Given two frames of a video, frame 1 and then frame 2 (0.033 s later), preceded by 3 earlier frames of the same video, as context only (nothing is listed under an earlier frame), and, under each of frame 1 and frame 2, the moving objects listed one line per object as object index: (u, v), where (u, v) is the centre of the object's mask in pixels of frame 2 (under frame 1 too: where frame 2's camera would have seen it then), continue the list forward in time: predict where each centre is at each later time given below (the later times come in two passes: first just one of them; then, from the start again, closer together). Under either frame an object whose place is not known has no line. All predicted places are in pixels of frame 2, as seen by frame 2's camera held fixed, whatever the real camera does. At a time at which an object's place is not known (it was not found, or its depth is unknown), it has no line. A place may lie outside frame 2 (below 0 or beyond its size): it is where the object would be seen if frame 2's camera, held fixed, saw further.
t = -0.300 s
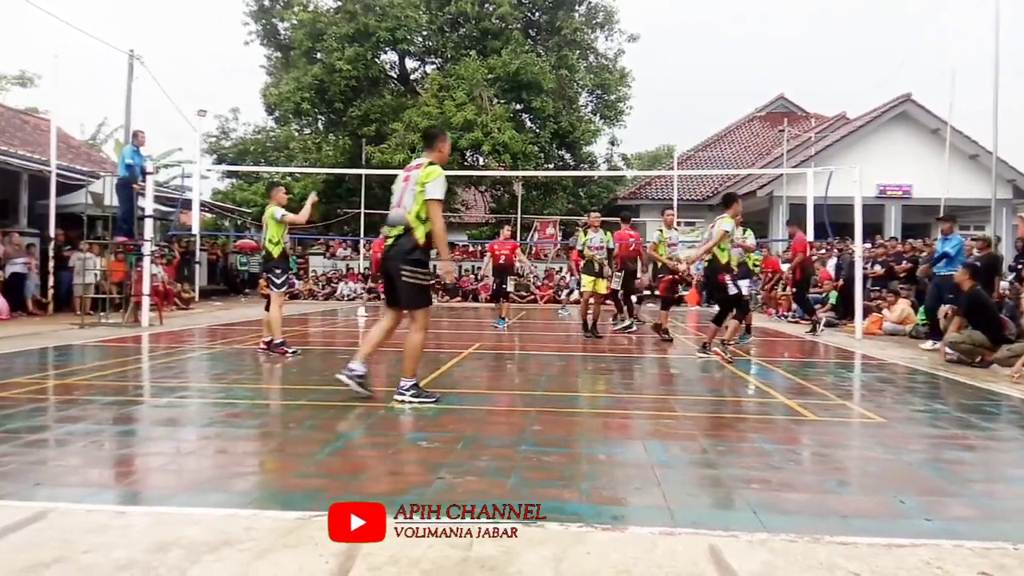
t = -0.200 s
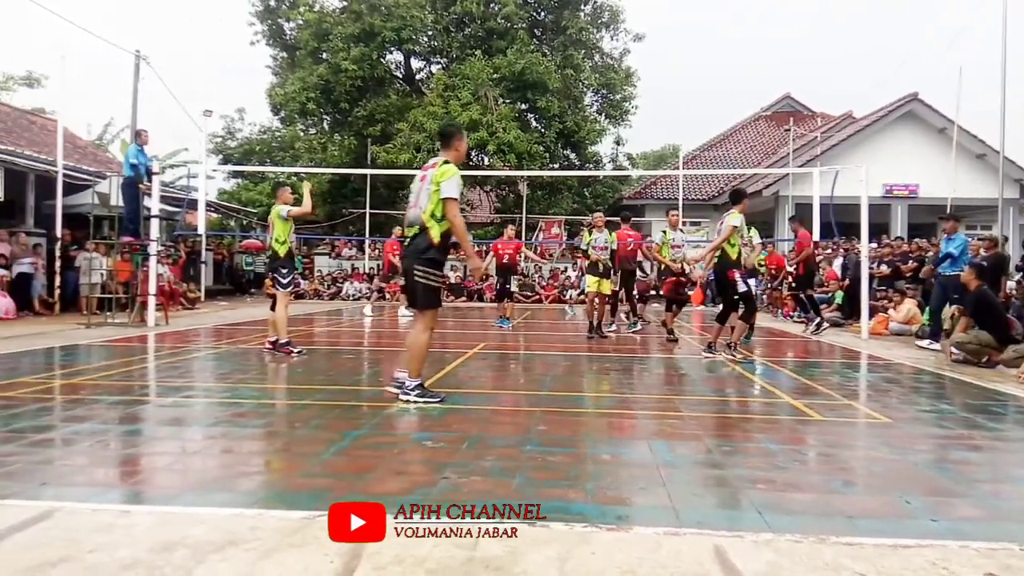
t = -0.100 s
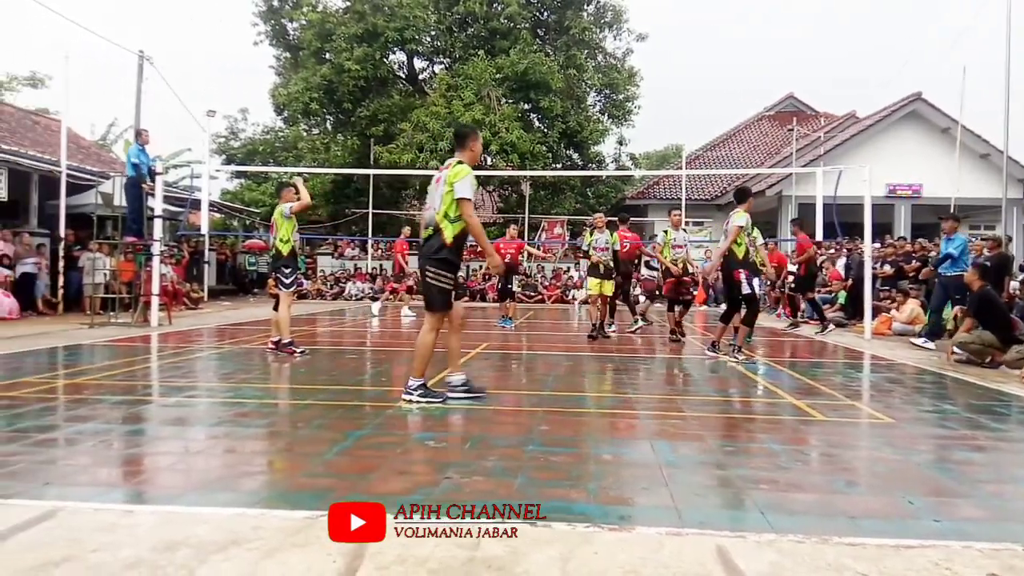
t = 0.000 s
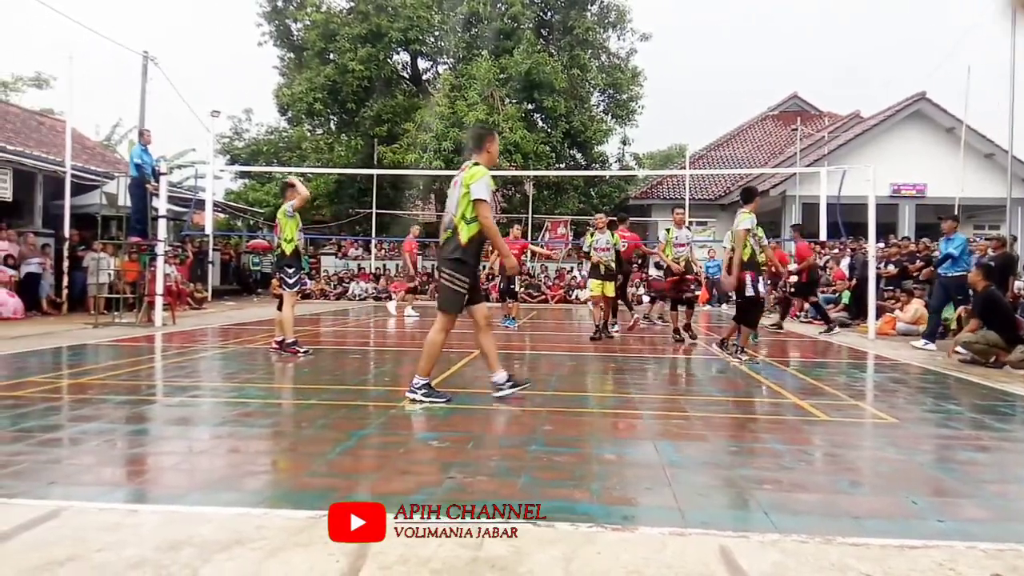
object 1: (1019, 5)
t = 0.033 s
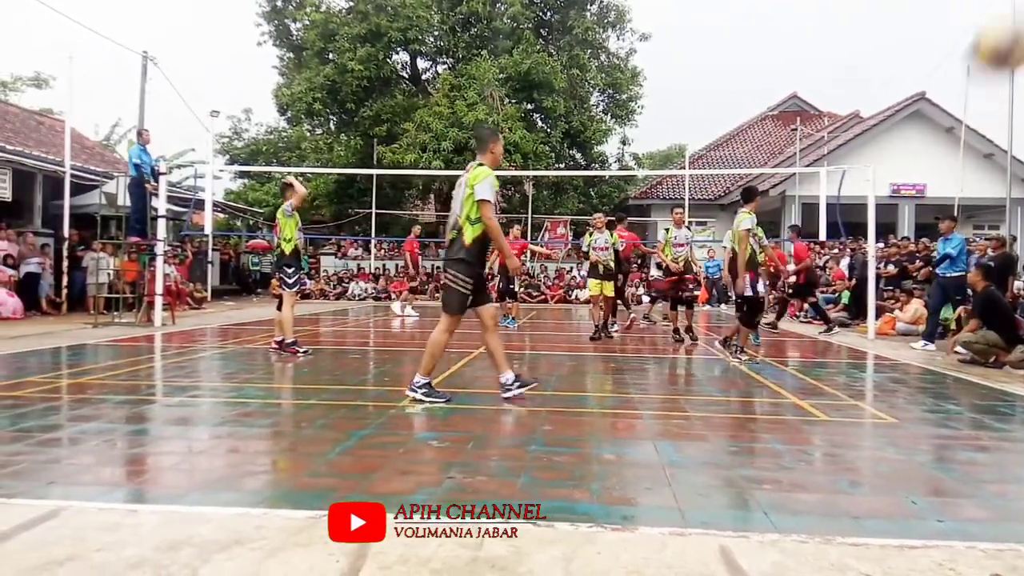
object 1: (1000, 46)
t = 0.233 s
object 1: (845, 317)
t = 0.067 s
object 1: (971, 97)
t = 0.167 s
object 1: (890, 232)
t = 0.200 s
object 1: (866, 274)
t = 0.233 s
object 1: (845, 317)
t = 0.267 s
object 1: (825, 357)
